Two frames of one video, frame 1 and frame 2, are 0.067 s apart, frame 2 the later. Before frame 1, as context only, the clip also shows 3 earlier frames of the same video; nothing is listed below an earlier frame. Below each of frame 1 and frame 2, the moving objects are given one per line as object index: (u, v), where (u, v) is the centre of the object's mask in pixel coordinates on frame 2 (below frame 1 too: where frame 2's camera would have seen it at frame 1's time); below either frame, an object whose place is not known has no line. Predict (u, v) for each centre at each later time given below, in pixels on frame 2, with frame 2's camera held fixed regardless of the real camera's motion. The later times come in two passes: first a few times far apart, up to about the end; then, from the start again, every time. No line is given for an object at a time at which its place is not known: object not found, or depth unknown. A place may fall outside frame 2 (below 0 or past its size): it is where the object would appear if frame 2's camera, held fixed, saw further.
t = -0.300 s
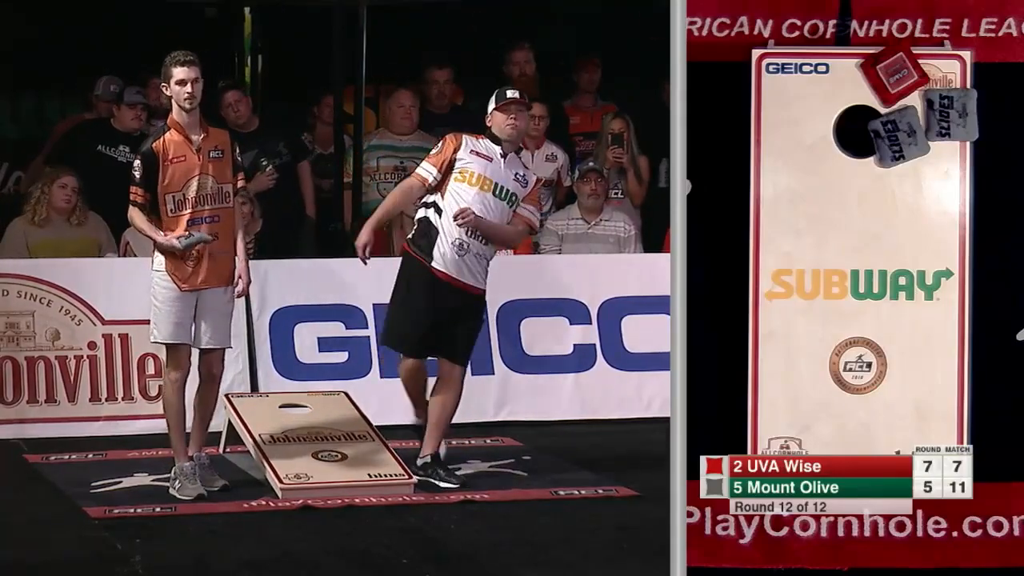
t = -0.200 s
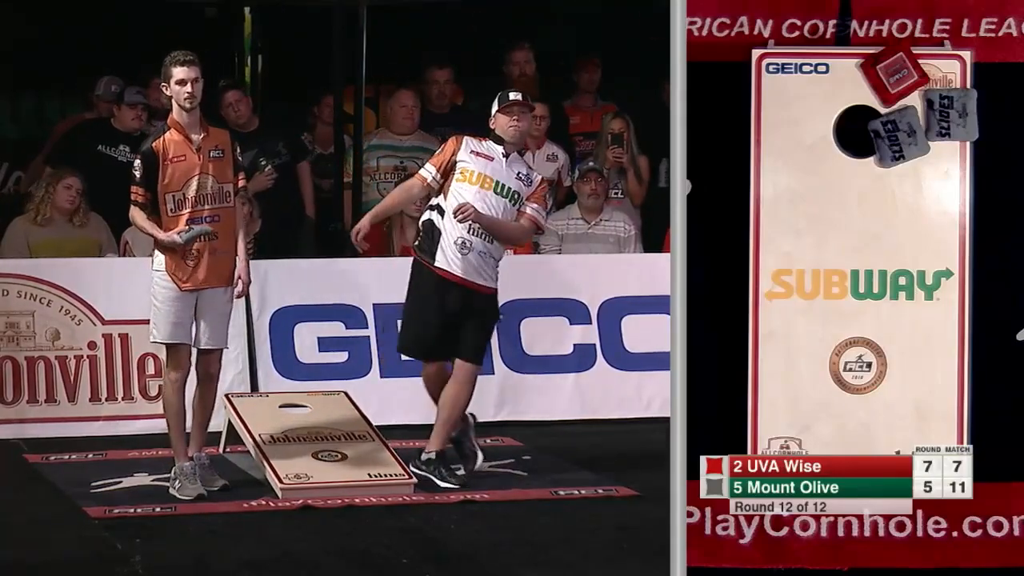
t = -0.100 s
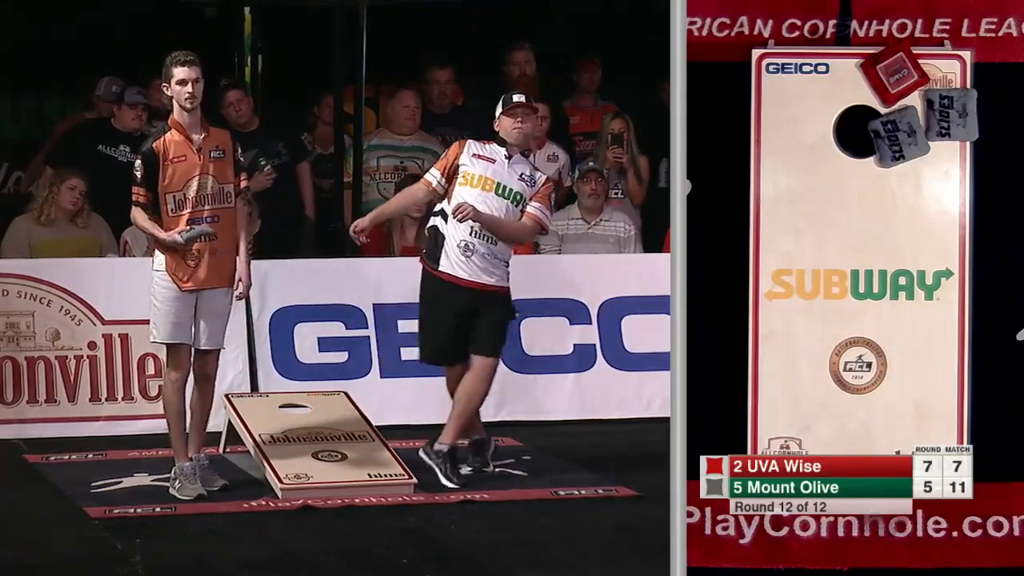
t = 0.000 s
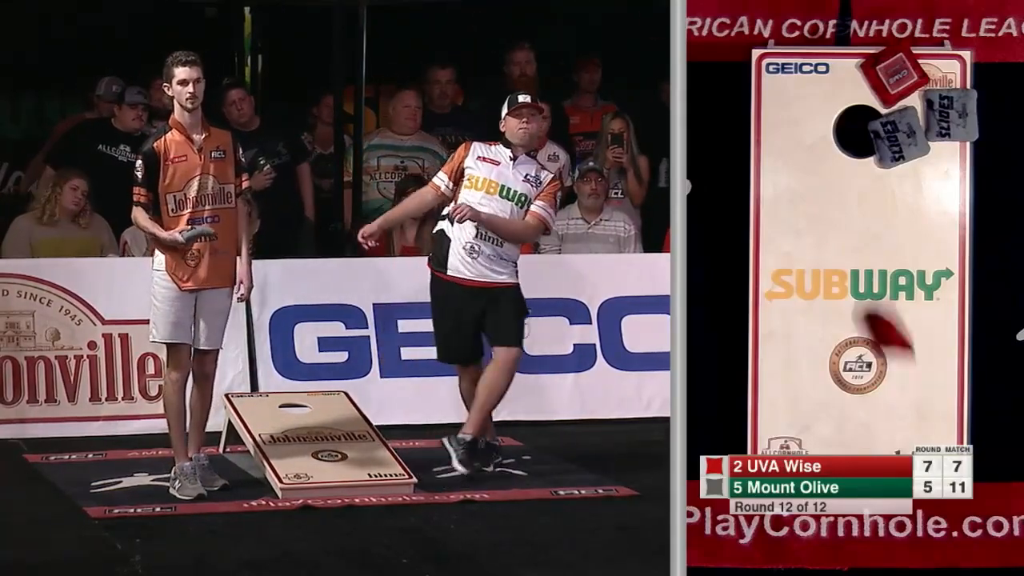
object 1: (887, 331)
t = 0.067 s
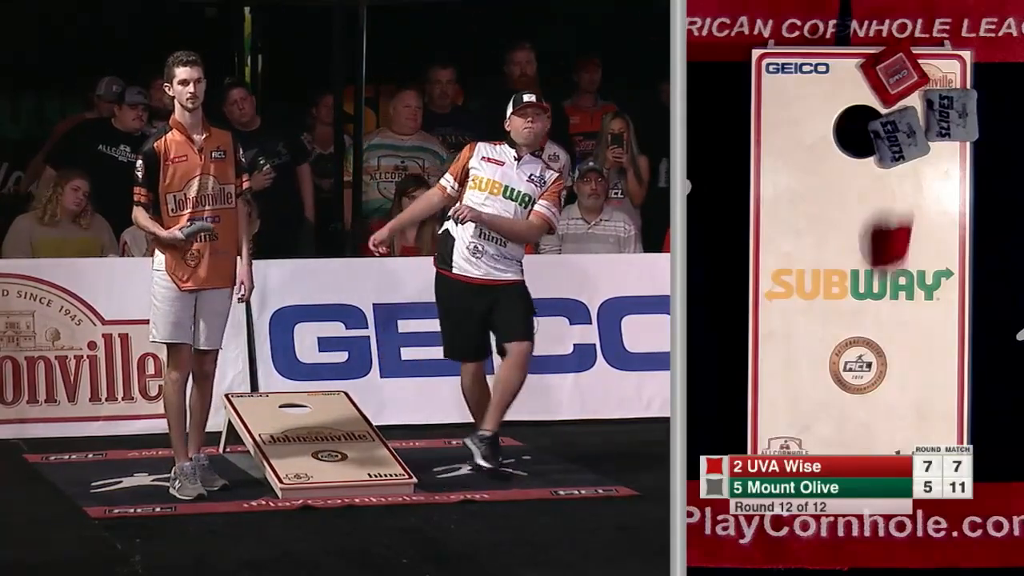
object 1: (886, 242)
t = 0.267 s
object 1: (876, 122)
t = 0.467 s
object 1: (856, 130)
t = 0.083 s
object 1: (887, 224)
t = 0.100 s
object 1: (888, 205)
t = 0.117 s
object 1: (888, 189)
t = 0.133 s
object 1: (889, 171)
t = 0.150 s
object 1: (890, 162)
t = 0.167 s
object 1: (890, 154)
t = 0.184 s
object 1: (888, 146)
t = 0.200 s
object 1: (885, 140)
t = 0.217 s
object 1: (883, 134)
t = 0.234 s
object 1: (881, 129)
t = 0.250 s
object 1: (878, 125)
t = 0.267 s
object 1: (876, 122)
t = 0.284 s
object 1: (875, 121)
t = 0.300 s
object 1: (873, 119)
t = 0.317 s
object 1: (870, 119)
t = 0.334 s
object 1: (867, 119)
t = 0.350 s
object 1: (863, 119)
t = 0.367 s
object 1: (861, 122)
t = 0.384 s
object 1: (859, 125)
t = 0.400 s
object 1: (858, 127)
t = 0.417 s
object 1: (857, 127)
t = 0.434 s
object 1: (856, 128)
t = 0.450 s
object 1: (856, 130)
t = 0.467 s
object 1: (856, 130)
